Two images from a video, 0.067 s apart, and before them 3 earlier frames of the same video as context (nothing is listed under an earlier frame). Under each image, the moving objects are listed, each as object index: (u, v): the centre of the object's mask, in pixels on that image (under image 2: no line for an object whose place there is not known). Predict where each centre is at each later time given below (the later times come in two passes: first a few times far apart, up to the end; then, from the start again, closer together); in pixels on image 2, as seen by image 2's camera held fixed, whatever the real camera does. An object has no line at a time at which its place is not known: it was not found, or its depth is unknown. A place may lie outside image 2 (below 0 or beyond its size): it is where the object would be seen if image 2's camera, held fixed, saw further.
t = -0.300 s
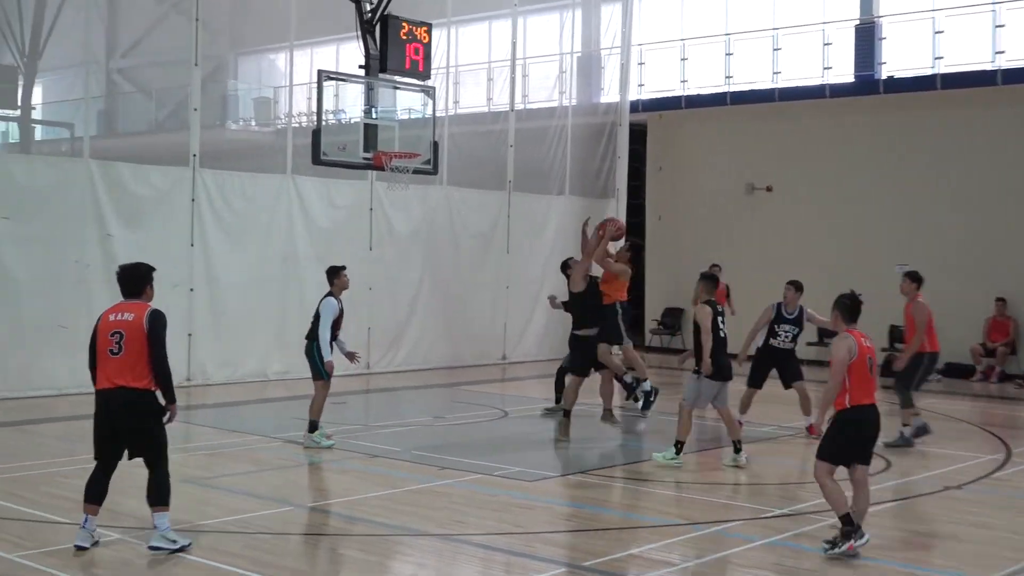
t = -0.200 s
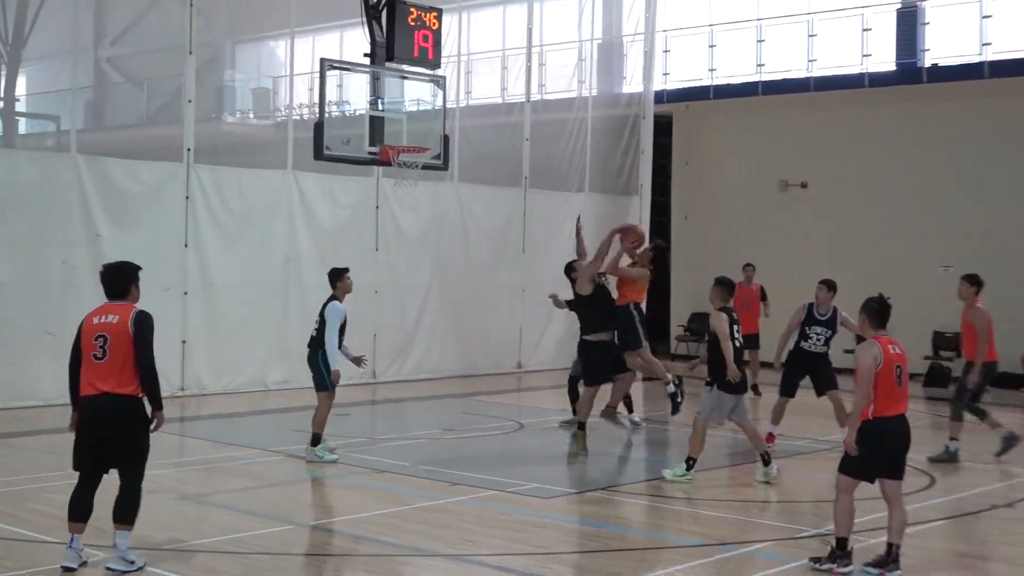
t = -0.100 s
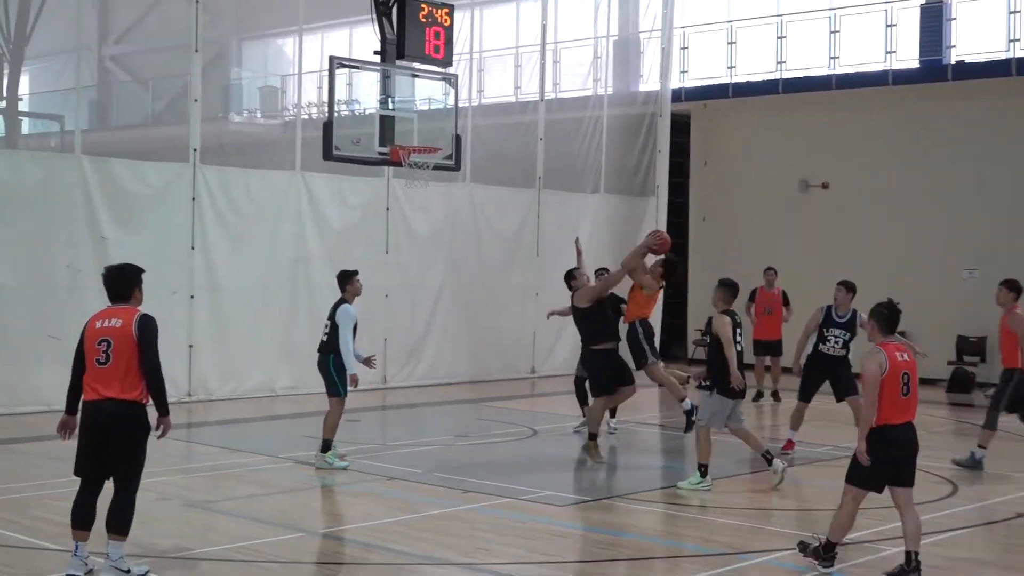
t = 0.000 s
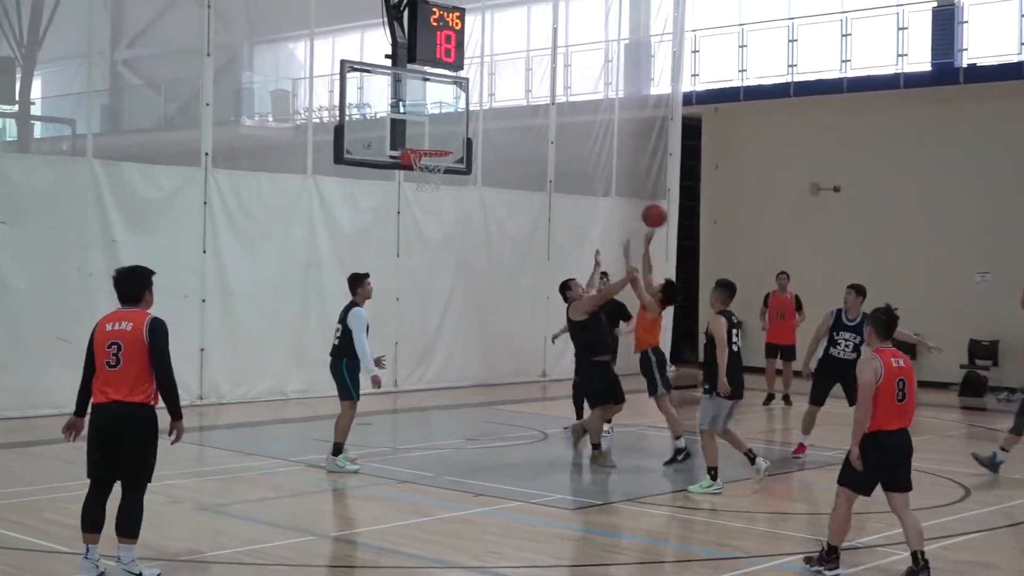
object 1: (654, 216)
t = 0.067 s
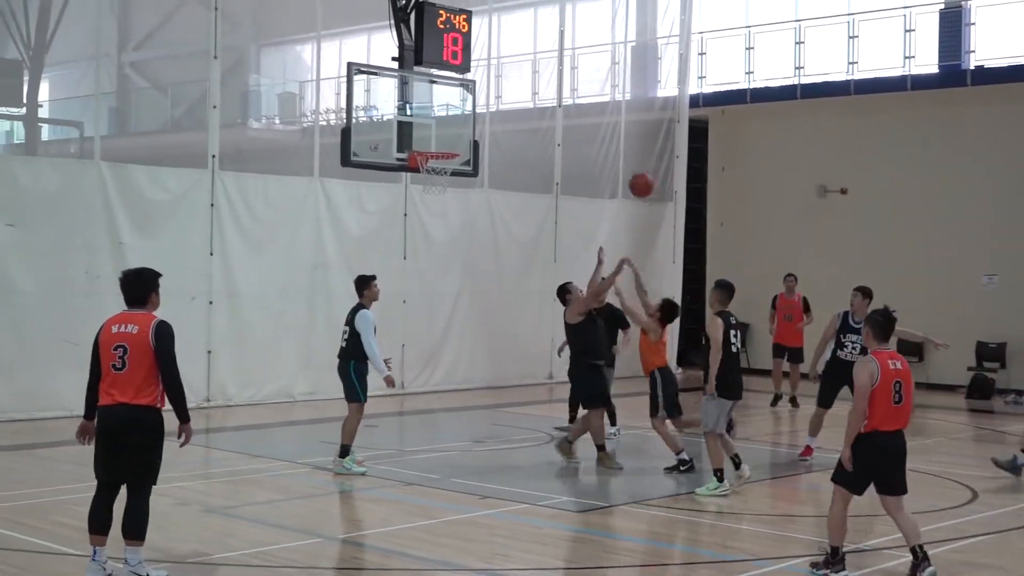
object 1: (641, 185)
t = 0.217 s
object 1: (597, 129)
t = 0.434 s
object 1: (535, 89)
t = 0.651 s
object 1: (474, 97)
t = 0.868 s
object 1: (415, 150)
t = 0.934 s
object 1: (395, 175)
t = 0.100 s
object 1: (631, 171)
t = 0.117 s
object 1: (626, 163)
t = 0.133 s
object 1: (621, 157)
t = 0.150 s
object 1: (617, 151)
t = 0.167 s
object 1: (611, 145)
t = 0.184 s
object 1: (607, 139)
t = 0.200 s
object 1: (602, 134)
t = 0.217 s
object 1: (597, 129)
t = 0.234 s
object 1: (592, 124)
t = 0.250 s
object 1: (587, 119)
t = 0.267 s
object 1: (583, 115)
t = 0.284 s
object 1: (578, 112)
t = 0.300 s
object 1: (573, 108)
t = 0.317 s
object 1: (568, 104)
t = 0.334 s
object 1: (564, 101)
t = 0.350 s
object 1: (559, 99)
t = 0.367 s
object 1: (554, 96)
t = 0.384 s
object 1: (549, 94)
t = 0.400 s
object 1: (545, 92)
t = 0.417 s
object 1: (540, 90)
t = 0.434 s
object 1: (535, 89)
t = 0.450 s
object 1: (530, 88)
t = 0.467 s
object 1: (526, 87)
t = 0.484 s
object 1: (521, 87)
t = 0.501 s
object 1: (516, 87)
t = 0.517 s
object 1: (511, 87)
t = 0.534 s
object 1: (507, 87)
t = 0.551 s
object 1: (502, 88)
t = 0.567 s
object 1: (497, 89)
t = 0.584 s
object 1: (493, 90)
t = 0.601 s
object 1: (488, 91)
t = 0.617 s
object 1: (483, 93)
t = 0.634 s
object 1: (479, 95)
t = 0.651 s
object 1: (474, 97)
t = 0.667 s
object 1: (470, 100)
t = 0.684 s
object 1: (465, 103)
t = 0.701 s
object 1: (460, 106)
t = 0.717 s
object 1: (456, 109)
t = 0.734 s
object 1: (451, 113)
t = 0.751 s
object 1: (446, 117)
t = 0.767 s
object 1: (442, 121)
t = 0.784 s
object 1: (438, 125)
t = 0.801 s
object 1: (433, 129)
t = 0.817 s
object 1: (428, 134)
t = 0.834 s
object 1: (424, 139)
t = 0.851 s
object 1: (419, 145)
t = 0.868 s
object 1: (415, 150)
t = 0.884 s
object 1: (410, 157)
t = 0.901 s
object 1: (407, 162)
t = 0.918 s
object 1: (401, 169)
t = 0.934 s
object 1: (395, 175)
